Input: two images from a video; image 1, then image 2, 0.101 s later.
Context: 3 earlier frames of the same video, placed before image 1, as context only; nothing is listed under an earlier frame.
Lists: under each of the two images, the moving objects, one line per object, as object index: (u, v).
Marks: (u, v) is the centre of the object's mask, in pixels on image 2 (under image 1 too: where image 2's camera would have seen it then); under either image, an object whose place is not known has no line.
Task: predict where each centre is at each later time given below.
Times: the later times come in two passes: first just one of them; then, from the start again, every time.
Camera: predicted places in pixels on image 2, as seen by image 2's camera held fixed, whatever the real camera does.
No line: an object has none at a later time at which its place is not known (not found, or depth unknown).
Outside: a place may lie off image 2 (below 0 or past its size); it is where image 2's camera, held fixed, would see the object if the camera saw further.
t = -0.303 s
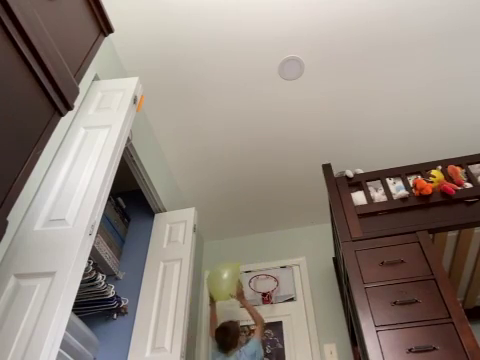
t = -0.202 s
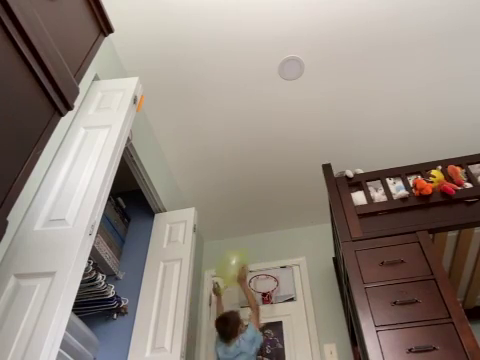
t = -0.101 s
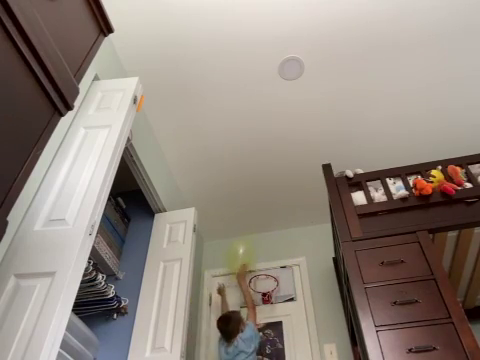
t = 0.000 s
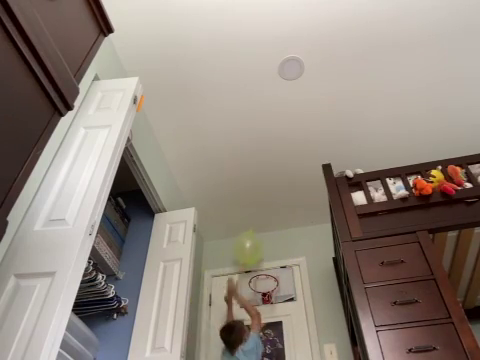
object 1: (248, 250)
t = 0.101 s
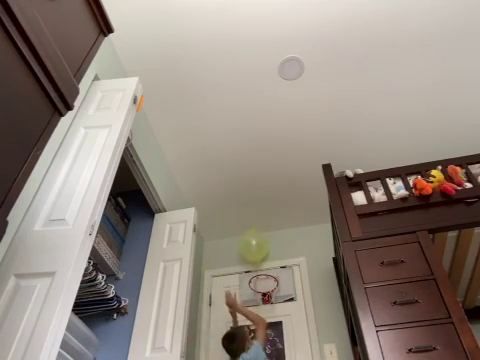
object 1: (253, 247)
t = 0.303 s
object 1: (260, 244)
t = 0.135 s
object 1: (255, 246)
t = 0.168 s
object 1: (257, 246)
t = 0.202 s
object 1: (258, 245)
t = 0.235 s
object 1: (259, 245)
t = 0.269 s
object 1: (260, 244)
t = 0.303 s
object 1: (260, 244)
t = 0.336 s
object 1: (261, 243)
